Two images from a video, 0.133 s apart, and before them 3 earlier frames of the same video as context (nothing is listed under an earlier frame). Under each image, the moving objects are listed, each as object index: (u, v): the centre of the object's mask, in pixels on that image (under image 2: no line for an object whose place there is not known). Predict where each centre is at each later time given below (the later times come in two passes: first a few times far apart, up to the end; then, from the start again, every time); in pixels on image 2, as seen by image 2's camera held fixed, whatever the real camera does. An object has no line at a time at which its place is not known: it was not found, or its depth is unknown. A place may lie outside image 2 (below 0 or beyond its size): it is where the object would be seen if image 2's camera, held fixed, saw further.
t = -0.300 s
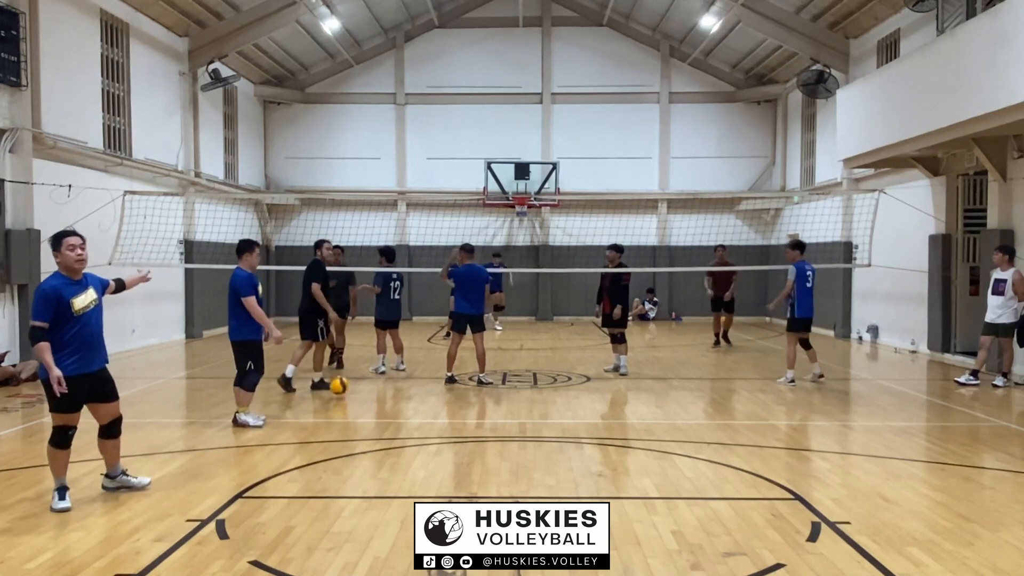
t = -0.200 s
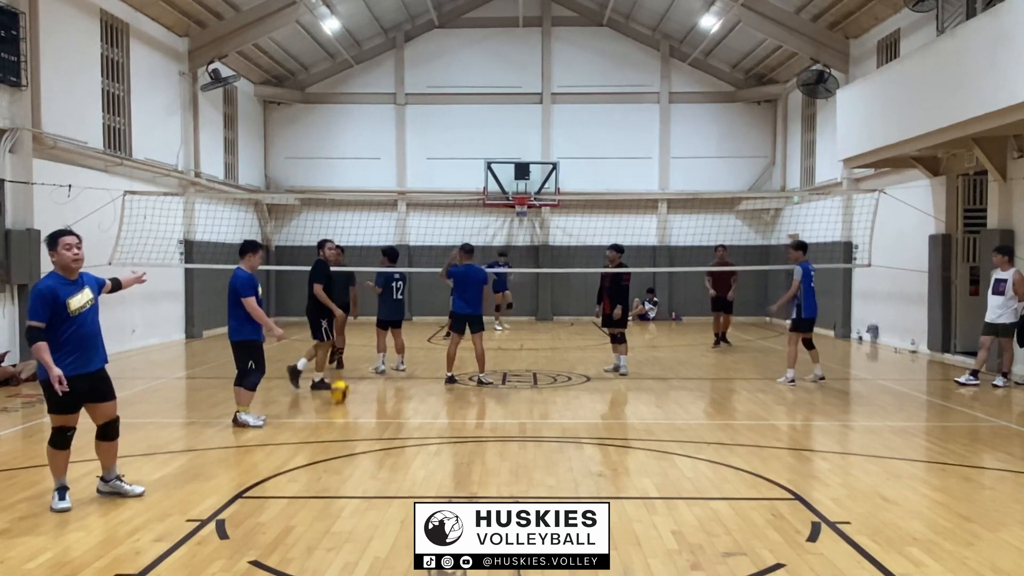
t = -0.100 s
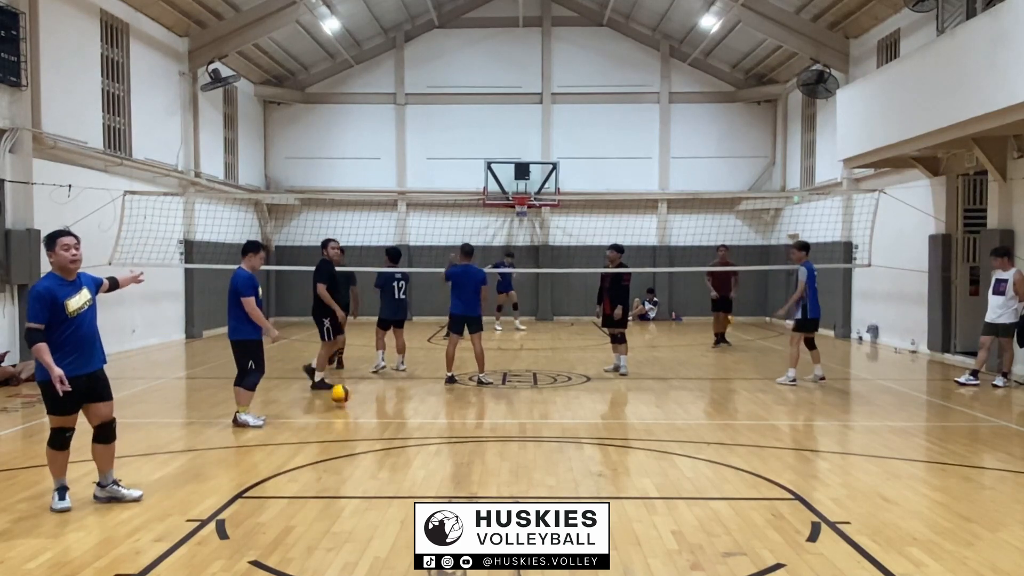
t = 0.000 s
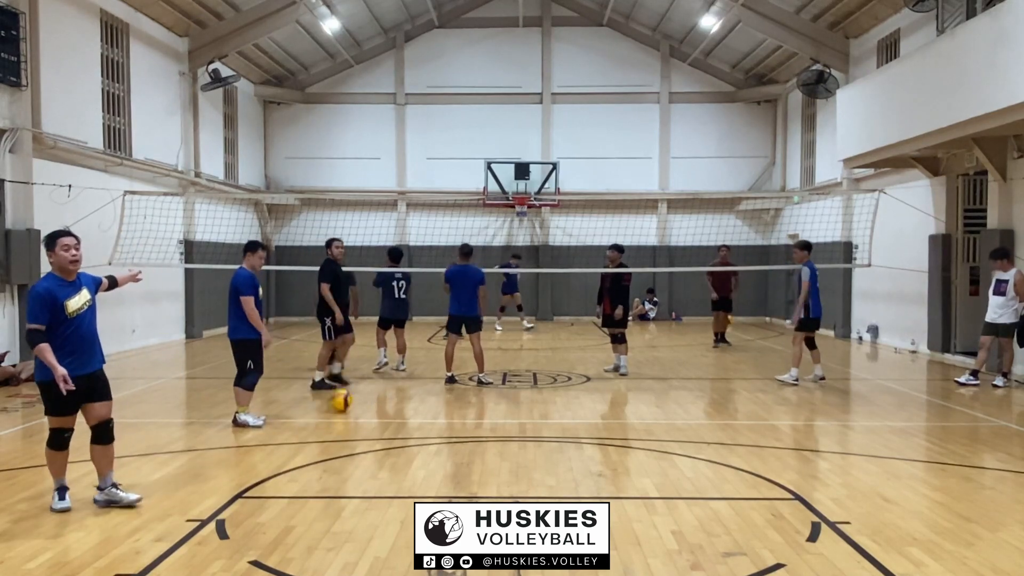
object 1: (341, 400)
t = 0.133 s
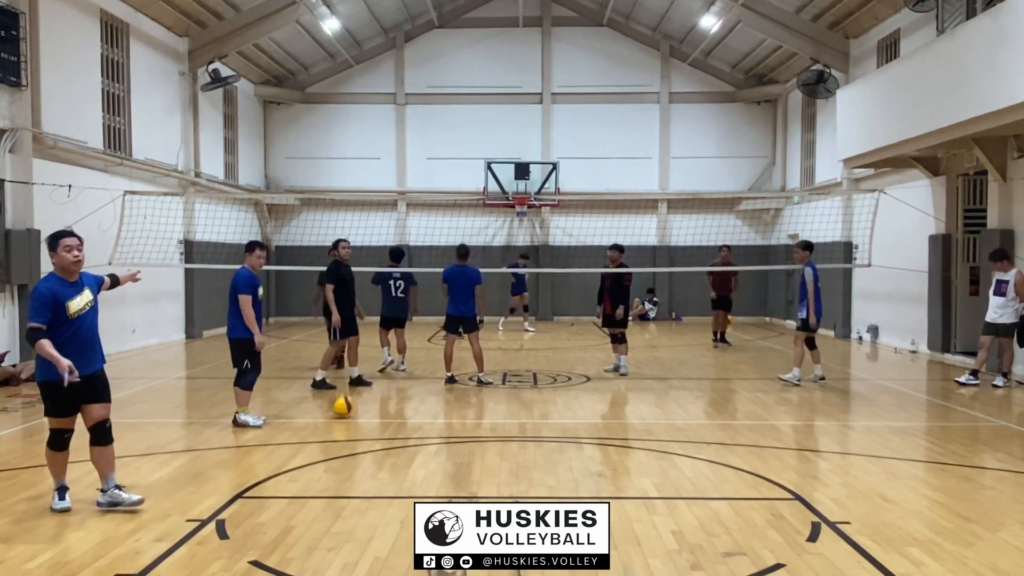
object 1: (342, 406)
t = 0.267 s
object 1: (343, 411)
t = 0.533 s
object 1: (346, 429)
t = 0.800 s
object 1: (351, 447)
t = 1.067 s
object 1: (357, 469)
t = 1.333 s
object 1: (365, 496)
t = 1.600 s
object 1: (375, 529)
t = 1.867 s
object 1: (390, 563)
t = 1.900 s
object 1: (392, 566)
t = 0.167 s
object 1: (342, 408)
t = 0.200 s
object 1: (342, 410)
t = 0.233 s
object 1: (342, 410)
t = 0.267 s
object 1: (343, 411)
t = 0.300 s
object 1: (343, 415)
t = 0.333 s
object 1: (344, 415)
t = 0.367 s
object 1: (344, 418)
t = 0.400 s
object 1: (345, 420)
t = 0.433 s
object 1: (344, 423)
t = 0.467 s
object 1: (345, 424)
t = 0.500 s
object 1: (345, 425)
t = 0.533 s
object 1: (346, 429)
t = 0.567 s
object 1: (347, 429)
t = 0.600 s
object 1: (348, 432)
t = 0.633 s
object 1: (348, 435)
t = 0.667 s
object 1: (349, 438)
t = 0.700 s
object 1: (349, 440)
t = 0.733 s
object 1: (349, 441)
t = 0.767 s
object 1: (350, 444)
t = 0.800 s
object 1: (351, 447)
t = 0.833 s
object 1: (351, 450)
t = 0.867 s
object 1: (352, 452)
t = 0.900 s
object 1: (353, 455)
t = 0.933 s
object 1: (354, 457)
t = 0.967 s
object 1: (354, 459)
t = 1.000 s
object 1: (355, 463)
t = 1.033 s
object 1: (355, 466)
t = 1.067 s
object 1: (357, 469)
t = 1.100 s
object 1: (358, 472)
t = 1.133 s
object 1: (359, 475)
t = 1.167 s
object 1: (359, 478)
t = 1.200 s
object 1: (360, 482)
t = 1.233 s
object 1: (361, 485)
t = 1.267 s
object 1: (362, 488)
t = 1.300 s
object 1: (363, 492)
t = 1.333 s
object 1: (365, 496)
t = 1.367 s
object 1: (366, 499)
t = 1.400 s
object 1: (367, 503)
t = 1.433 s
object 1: (368, 507)
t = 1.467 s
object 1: (368, 511)
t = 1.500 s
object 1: (370, 515)
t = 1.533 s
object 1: (371, 520)
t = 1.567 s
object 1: (374, 525)
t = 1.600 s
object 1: (375, 529)
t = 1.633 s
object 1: (377, 534)
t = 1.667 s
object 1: (378, 539)
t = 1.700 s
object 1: (380, 544)
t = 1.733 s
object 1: (381, 549)
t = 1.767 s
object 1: (383, 554)
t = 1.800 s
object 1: (386, 557)
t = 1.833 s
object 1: (387, 561)
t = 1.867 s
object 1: (390, 563)
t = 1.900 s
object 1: (392, 566)
